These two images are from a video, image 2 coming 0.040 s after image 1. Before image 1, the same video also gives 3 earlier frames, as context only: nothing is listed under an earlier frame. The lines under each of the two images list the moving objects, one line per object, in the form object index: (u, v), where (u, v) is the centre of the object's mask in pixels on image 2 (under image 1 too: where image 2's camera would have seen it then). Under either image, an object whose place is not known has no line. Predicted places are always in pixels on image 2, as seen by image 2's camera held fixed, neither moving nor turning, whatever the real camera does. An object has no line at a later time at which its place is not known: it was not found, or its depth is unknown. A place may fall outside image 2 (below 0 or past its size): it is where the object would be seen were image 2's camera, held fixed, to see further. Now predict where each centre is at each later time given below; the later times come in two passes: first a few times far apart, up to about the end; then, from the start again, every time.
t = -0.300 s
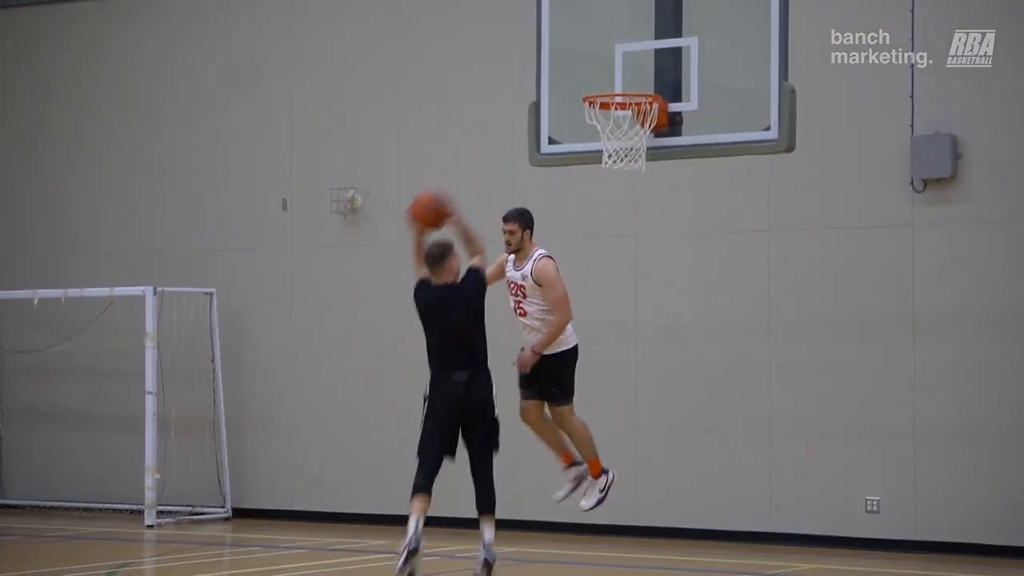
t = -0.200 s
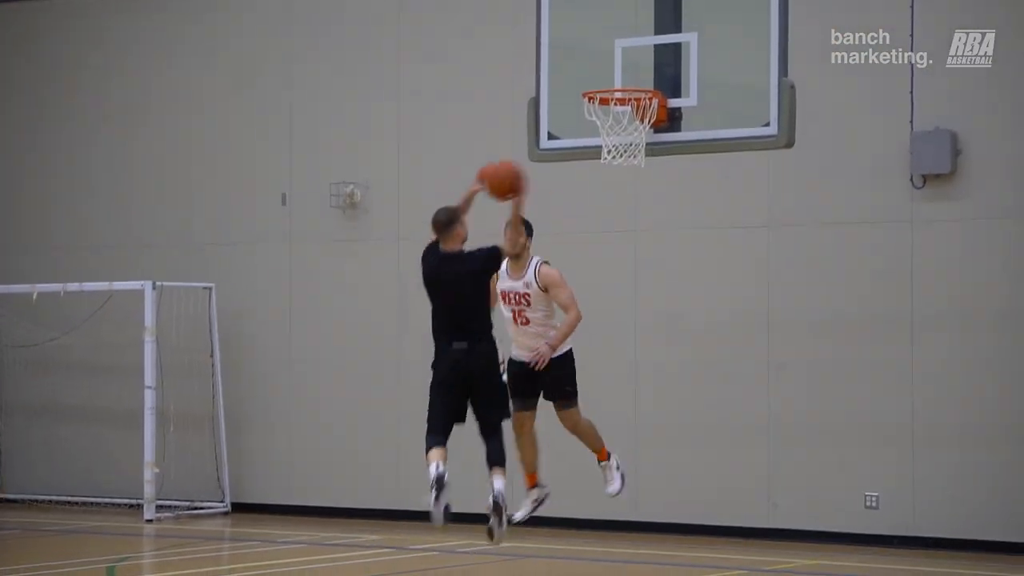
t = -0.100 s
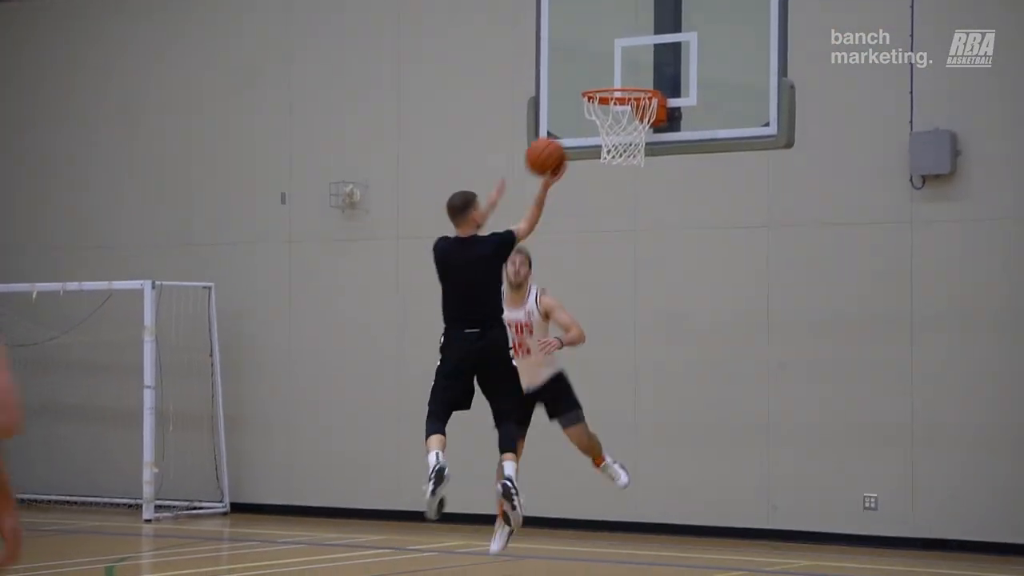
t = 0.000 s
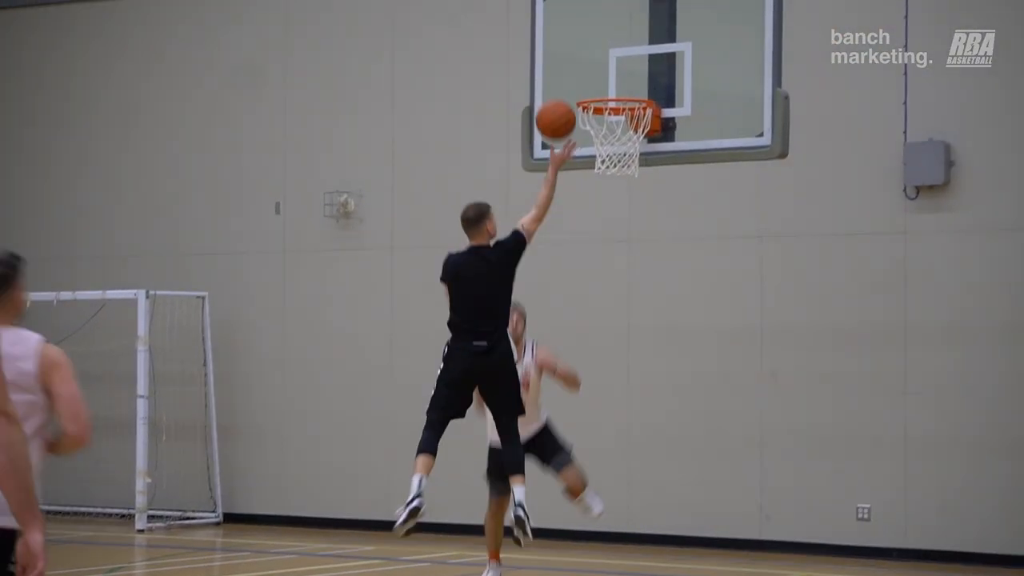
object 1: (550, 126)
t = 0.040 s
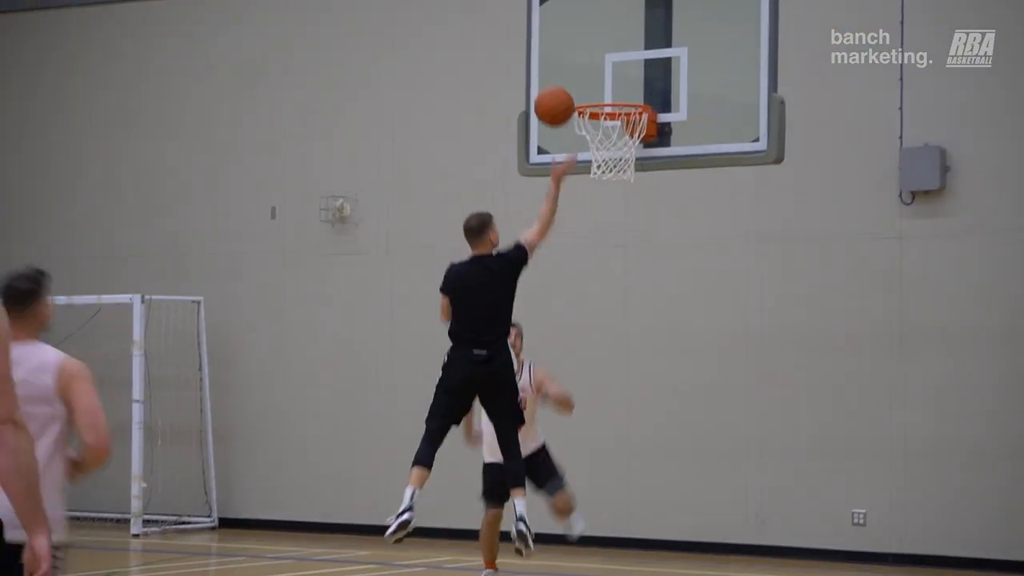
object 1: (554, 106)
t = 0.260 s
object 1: (571, 52)
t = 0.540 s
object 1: (583, 90)
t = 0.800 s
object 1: (623, 79)
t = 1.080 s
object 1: (634, 83)
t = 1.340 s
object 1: (616, 148)
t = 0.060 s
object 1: (555, 99)
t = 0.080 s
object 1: (556, 92)
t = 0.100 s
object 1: (557, 84)
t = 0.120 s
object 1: (559, 78)
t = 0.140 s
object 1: (560, 72)
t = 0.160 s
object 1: (562, 67)
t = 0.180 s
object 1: (563, 63)
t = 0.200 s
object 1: (564, 60)
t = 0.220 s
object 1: (570, 56)
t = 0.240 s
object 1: (567, 53)
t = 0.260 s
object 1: (571, 52)
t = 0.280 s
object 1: (572, 51)
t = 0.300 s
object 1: (573, 52)
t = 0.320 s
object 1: (574, 52)
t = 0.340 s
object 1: (574, 53)
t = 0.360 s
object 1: (575, 54)
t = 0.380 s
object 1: (575, 57)
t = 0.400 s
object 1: (576, 59)
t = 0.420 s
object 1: (577, 62)
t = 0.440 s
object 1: (578, 66)
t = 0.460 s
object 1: (579, 70)
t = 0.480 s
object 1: (580, 75)
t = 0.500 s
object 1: (581, 82)
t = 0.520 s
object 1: (582, 87)
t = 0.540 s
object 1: (583, 90)
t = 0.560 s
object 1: (586, 87)
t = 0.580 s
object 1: (589, 83)
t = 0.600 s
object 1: (591, 80)
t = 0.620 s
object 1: (594, 77)
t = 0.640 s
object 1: (598, 75)
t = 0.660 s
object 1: (601, 73)
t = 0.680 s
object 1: (604, 72)
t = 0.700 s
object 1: (607, 72)
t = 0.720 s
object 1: (610, 72)
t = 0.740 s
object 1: (613, 73)
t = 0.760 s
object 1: (616, 75)
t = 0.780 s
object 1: (619, 77)
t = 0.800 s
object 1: (623, 79)
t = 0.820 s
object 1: (626, 83)
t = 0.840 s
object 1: (629, 86)
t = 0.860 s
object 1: (633, 89)
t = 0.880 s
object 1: (636, 90)
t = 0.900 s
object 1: (638, 88)
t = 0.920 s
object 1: (638, 86)
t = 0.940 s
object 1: (637, 83)
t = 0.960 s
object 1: (637, 82)
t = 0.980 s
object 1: (637, 80)
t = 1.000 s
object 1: (636, 79)
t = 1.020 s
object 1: (636, 79)
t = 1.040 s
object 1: (635, 80)
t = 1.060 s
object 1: (635, 81)
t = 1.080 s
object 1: (634, 83)
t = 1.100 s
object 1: (634, 85)
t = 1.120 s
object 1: (633, 87)
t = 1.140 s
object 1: (632, 90)
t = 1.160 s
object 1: (632, 92)
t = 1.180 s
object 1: (631, 94)
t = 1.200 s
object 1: (629, 96)
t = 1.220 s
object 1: (623, 104)
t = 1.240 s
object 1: (624, 115)
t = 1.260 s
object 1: (622, 122)
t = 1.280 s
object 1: (621, 126)
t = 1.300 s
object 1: (619, 132)
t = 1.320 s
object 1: (618, 138)
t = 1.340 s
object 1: (616, 148)
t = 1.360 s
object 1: (613, 155)
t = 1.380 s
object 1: (612, 163)
